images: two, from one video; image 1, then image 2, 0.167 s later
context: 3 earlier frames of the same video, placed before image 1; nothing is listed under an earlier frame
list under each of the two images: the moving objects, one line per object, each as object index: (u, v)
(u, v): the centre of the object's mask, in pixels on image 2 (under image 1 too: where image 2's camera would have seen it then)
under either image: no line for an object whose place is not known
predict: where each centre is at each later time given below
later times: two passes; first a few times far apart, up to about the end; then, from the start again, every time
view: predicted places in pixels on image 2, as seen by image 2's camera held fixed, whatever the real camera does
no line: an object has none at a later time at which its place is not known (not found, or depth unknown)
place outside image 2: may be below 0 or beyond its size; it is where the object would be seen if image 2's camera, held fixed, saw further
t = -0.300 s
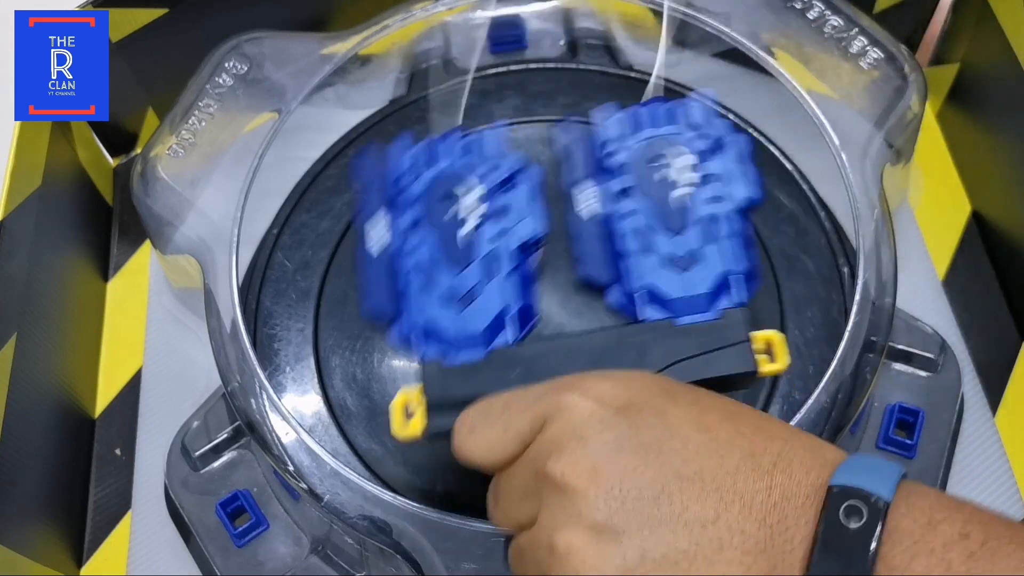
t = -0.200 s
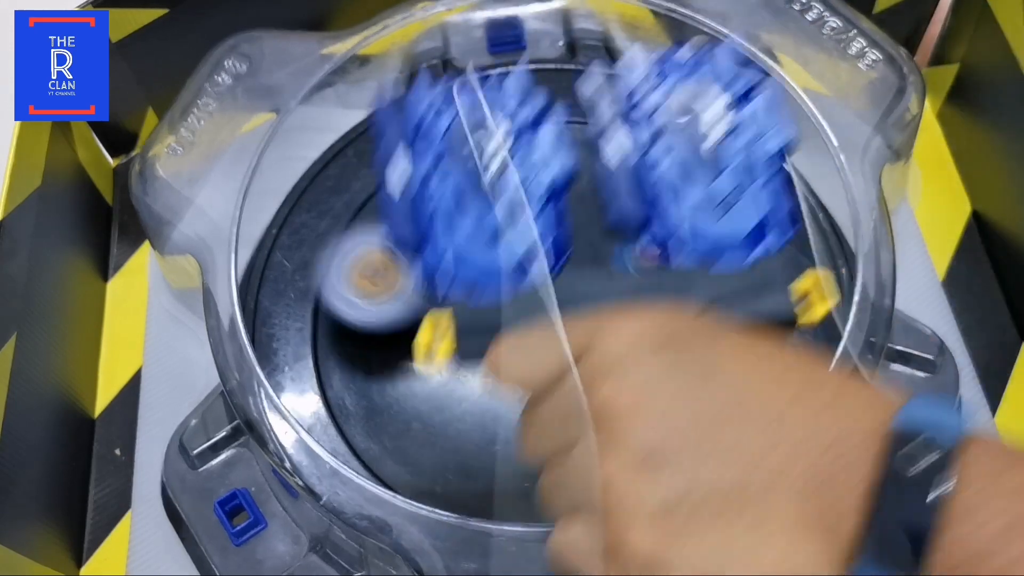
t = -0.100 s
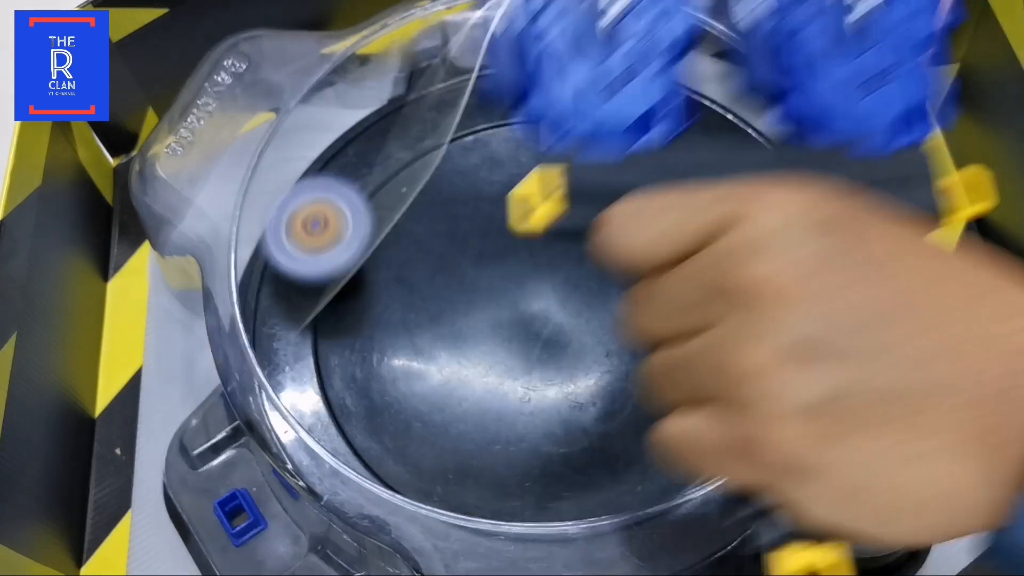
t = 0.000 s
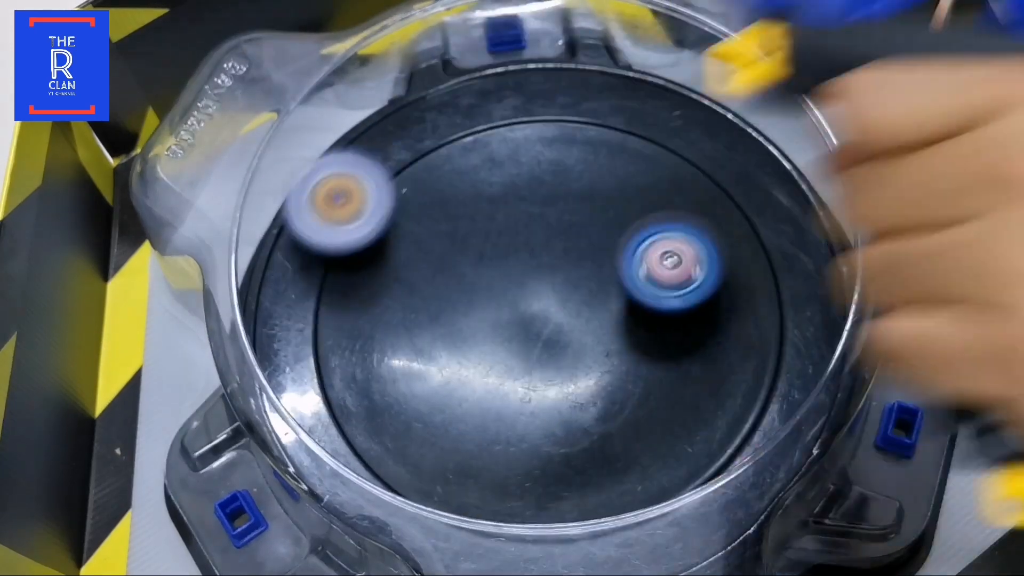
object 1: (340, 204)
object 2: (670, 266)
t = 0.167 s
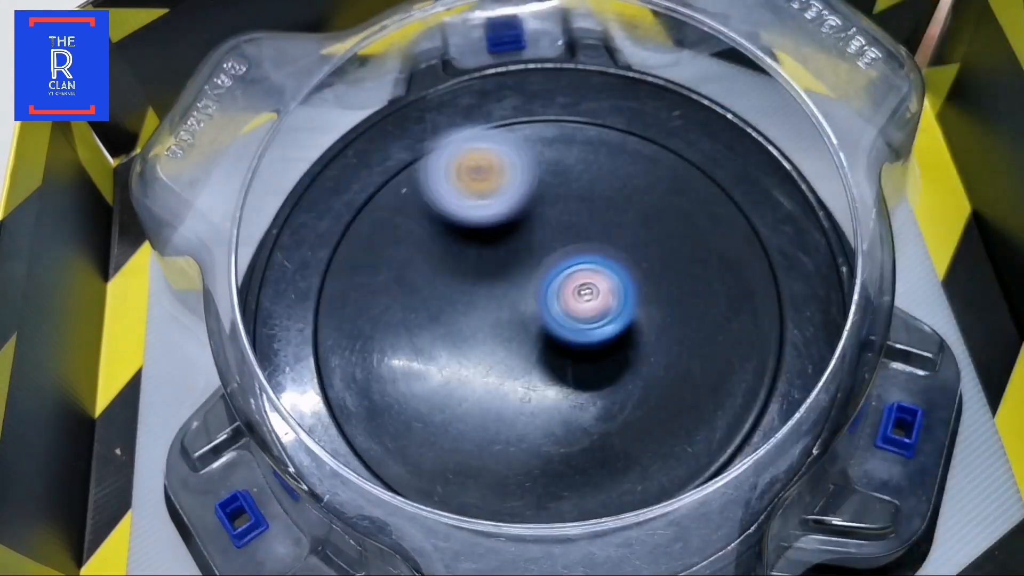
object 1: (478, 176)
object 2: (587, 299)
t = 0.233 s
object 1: (562, 180)
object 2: (558, 306)
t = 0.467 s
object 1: (771, 338)
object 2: (487, 308)
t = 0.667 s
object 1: (556, 478)
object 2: (476, 269)
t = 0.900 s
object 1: (316, 301)
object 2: (541, 252)
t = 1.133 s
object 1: (635, 118)
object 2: (559, 294)
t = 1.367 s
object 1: (541, 492)
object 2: (549, 307)
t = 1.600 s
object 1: (396, 159)
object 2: (534, 336)
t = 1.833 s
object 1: (780, 263)
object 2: (493, 340)
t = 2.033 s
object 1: (435, 489)
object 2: (484, 294)
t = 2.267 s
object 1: (431, 137)
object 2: (529, 283)
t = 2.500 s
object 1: (781, 262)
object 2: (556, 292)
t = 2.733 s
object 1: (423, 465)
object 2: (587, 291)
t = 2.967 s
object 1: (412, 150)
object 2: (570, 331)
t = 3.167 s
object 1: (694, 144)
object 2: (564, 328)
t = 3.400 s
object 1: (670, 491)
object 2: (593, 287)
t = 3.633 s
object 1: (323, 333)
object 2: (575, 284)
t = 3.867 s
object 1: (490, 127)
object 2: (569, 288)
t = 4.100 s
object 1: (728, 256)
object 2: (590, 247)
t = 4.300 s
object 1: (676, 455)
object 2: (623, 269)
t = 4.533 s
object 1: (395, 446)
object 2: (589, 301)
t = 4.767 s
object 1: (412, 225)
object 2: (570, 303)
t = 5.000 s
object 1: (670, 175)
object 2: (577, 266)
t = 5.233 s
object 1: (759, 367)
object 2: (603, 266)
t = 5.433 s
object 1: (591, 479)
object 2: (578, 302)
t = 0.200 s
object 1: (519, 176)
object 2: (572, 303)
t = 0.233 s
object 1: (562, 180)
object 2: (558, 306)
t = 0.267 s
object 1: (604, 189)
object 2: (546, 307)
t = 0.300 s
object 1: (645, 205)
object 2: (533, 309)
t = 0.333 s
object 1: (681, 225)
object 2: (524, 310)
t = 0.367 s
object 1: (714, 249)
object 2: (514, 311)
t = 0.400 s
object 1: (742, 277)
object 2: (504, 311)
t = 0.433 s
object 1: (761, 307)
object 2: (495, 310)
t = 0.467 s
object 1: (771, 338)
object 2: (487, 308)
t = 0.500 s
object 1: (755, 368)
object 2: (479, 304)
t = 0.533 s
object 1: (728, 397)
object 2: (474, 298)
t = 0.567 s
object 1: (693, 424)
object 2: (470, 292)
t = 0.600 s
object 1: (653, 447)
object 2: (470, 284)
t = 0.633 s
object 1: (607, 465)
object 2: (471, 276)
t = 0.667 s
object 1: (556, 478)
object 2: (476, 269)
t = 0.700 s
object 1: (503, 492)
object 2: (482, 263)
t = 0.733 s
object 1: (452, 474)
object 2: (491, 258)
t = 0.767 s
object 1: (408, 458)
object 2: (501, 254)
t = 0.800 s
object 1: (373, 432)
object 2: (514, 251)
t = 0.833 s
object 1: (340, 396)
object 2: (524, 250)
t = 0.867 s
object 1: (318, 353)
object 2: (533, 250)
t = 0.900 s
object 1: (316, 301)
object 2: (541, 252)
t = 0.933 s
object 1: (327, 248)
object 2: (548, 258)
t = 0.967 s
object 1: (354, 200)
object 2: (552, 264)
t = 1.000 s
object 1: (393, 159)
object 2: (555, 270)
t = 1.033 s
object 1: (442, 128)
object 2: (558, 277)
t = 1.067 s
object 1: (501, 108)
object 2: (559, 284)
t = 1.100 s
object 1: (567, 103)
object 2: (560, 289)
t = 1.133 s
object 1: (635, 118)
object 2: (559, 294)
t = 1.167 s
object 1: (699, 152)
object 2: (559, 298)
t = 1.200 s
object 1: (751, 206)
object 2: (558, 300)
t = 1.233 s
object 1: (782, 282)
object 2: (557, 301)
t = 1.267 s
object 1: (768, 360)
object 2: (555, 303)
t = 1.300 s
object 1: (716, 429)
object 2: (553, 304)
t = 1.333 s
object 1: (635, 476)
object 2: (552, 306)
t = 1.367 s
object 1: (541, 492)
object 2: (549, 307)
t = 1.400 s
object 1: (456, 479)
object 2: (547, 310)
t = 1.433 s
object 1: (390, 445)
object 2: (545, 313)
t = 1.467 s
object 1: (336, 390)
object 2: (543, 316)
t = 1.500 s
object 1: (316, 327)
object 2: (541, 321)
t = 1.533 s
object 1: (325, 262)
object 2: (539, 325)
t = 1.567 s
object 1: (353, 205)
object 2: (537, 331)
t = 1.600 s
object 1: (396, 159)
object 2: (534, 336)
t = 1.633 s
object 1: (449, 126)
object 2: (531, 340)
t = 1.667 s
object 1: (510, 108)
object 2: (527, 343)
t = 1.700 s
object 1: (577, 104)
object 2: (522, 346)
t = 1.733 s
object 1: (641, 121)
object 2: (515, 346)
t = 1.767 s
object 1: (700, 152)
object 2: (508, 346)
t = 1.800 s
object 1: (748, 200)
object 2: (501, 343)
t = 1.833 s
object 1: (780, 263)
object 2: (493, 340)
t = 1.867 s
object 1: (778, 336)
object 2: (486, 334)
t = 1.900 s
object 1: (743, 402)
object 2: (482, 328)
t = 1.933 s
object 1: (672, 459)
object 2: (479, 318)
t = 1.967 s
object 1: (602, 508)
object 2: (479, 308)
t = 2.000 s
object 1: (512, 512)
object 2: (481, 300)
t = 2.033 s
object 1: (435, 489)
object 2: (484, 294)
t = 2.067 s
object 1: (383, 440)
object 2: (488, 289)
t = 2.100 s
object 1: (334, 386)
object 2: (494, 286)
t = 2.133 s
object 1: (316, 326)
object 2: (501, 283)
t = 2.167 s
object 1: (325, 266)
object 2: (509, 281)
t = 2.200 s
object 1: (350, 213)
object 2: (516, 281)
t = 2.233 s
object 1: (386, 170)
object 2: (523, 282)
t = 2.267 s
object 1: (431, 137)
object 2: (529, 283)
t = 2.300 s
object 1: (484, 116)
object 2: (534, 285)
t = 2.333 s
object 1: (542, 106)
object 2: (537, 287)
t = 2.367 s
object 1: (598, 109)
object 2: (541, 289)
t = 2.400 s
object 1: (656, 127)
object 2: (544, 291)
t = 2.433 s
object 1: (708, 157)
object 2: (548, 291)
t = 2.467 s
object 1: (752, 203)
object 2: (553, 292)
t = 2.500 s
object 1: (781, 262)
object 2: (556, 292)
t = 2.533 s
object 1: (783, 327)
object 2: (560, 292)
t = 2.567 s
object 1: (755, 388)
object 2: (563, 291)
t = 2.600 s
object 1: (703, 441)
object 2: (565, 289)
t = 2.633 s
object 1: (644, 501)
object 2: (569, 287)
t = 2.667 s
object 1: (563, 514)
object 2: (574, 287)
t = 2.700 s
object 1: (488, 506)
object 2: (580, 288)
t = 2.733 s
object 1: (423, 465)
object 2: (587, 291)
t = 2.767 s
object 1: (374, 431)
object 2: (591, 296)
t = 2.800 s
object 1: (332, 379)
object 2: (593, 301)
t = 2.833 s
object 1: (318, 325)
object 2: (593, 308)
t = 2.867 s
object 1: (327, 270)
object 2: (589, 314)
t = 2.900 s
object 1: (346, 222)
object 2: (583, 320)
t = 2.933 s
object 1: (376, 181)
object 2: (576, 327)
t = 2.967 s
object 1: (412, 150)
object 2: (570, 331)
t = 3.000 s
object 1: (456, 125)
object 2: (565, 334)
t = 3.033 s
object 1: (501, 111)
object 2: (563, 336)
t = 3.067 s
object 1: (550, 105)
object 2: (562, 336)
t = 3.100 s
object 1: (599, 107)
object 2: (562, 334)
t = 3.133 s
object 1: (650, 122)
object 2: (563, 332)
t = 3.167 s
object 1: (694, 144)
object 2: (564, 328)
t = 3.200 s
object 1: (736, 179)
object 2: (566, 323)
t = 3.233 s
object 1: (769, 222)
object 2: (567, 318)
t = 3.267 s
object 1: (789, 276)
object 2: (570, 312)
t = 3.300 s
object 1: (786, 332)
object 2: (575, 305)
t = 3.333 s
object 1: (762, 384)
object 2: (581, 298)
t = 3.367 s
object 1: (727, 446)
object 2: (588, 292)
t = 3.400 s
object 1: (670, 491)
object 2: (593, 287)
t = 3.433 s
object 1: (599, 511)
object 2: (595, 283)
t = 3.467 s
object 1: (529, 511)
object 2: (596, 279)
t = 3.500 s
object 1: (464, 500)
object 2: (594, 277)
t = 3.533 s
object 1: (413, 457)
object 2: (591, 277)
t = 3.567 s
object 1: (372, 425)
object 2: (587, 278)
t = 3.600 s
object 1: (335, 380)
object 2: (581, 280)
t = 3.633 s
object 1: (323, 333)
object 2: (575, 284)
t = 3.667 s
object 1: (326, 285)
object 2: (569, 289)
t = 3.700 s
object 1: (339, 242)
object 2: (565, 293)
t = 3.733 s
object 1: (359, 206)
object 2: (563, 297)
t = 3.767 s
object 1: (387, 176)
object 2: (563, 298)
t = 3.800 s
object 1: (417, 153)
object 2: (565, 296)
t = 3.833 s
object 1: (453, 136)
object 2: (567, 293)
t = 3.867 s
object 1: (490, 127)
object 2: (569, 288)
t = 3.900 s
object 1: (530, 125)
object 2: (570, 281)
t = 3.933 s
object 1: (571, 131)
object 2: (571, 275)
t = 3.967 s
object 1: (611, 145)
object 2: (573, 268)
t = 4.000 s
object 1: (647, 166)
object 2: (576, 261)
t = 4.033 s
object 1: (681, 192)
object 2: (579, 255)
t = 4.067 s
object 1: (708, 223)
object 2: (584, 250)
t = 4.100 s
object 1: (728, 256)
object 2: (590, 247)
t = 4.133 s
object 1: (743, 293)
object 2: (596, 245)
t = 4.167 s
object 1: (749, 331)
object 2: (603, 246)
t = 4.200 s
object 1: (747, 370)
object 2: (610, 250)
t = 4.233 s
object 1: (735, 403)
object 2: (617, 255)
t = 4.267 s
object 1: (713, 432)
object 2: (622, 261)
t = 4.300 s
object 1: (676, 455)
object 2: (623, 269)
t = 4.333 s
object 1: (636, 471)
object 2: (623, 275)
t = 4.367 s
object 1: (591, 483)
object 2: (621, 282)
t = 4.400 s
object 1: (547, 489)
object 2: (616, 287)
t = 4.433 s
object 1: (504, 488)
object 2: (610, 292)
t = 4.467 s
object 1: (462, 477)
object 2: (603, 295)
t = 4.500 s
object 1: (425, 463)
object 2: (596, 298)
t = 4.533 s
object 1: (395, 446)
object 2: (589, 301)
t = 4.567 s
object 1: (369, 422)
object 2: (581, 302)
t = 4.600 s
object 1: (347, 392)
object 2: (575, 303)
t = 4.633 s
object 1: (343, 356)
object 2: (570, 305)
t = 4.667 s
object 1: (348, 320)
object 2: (567, 306)
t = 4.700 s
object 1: (363, 284)
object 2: (567, 306)
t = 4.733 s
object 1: (384, 253)
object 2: (568, 305)
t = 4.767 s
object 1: (412, 225)
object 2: (570, 303)
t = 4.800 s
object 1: (444, 202)
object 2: (573, 300)
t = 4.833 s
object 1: (479, 183)
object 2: (575, 296)
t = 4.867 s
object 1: (517, 170)
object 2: (578, 291)
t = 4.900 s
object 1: (556, 163)
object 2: (578, 285)
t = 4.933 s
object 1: (596, 161)
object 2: (578, 278)
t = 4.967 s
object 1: (634, 166)
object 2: (577, 272)
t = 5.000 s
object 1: (670, 175)
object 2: (577, 266)
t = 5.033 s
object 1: (702, 190)
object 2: (579, 261)
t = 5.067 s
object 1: (729, 209)
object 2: (583, 257)
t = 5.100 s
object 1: (754, 233)
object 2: (588, 256)
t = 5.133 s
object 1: (769, 263)
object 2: (595, 256)
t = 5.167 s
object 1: (780, 295)
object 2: (600, 258)
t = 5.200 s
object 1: (773, 333)
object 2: (603, 261)
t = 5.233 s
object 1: (759, 367)
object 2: (603, 266)
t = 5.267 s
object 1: (743, 396)
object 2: (601, 271)
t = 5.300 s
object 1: (718, 421)
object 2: (597, 278)
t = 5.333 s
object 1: (689, 443)
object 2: (592, 286)
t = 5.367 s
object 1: (660, 459)
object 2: (588, 292)
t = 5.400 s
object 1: (629, 472)
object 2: (583, 297)
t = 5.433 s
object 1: (591, 479)
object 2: (578, 302)
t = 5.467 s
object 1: (553, 480)
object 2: (573, 306)
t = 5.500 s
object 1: (515, 476)
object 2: (570, 308)
